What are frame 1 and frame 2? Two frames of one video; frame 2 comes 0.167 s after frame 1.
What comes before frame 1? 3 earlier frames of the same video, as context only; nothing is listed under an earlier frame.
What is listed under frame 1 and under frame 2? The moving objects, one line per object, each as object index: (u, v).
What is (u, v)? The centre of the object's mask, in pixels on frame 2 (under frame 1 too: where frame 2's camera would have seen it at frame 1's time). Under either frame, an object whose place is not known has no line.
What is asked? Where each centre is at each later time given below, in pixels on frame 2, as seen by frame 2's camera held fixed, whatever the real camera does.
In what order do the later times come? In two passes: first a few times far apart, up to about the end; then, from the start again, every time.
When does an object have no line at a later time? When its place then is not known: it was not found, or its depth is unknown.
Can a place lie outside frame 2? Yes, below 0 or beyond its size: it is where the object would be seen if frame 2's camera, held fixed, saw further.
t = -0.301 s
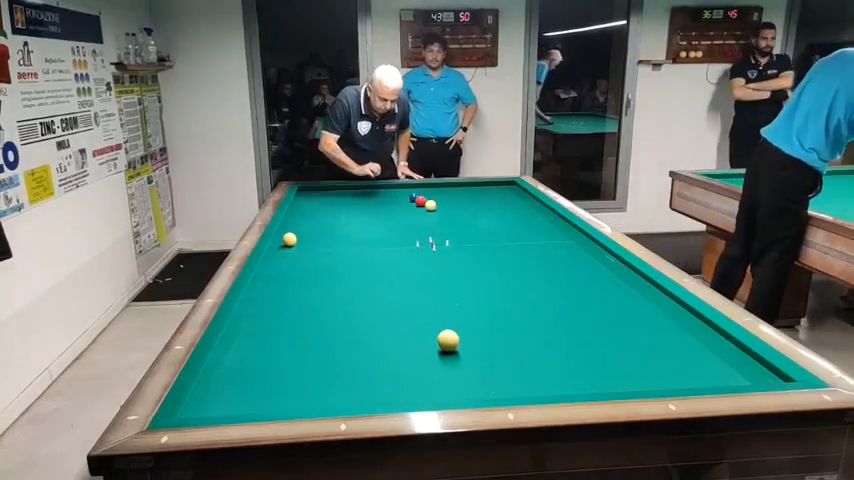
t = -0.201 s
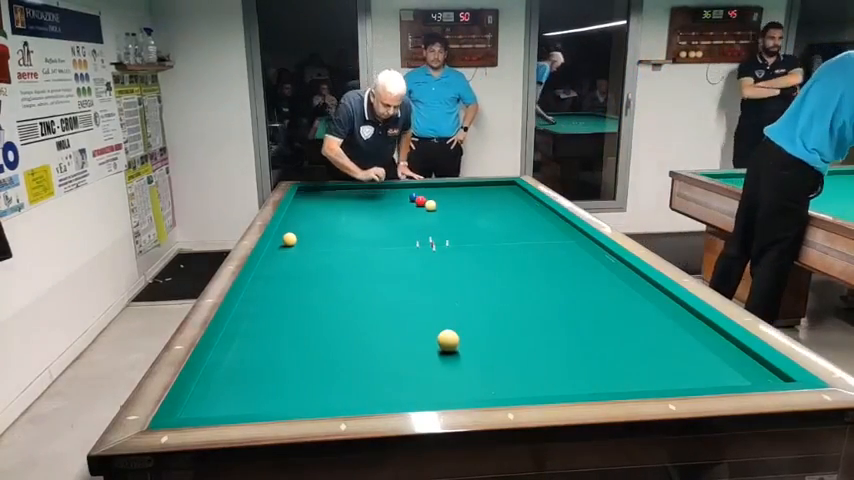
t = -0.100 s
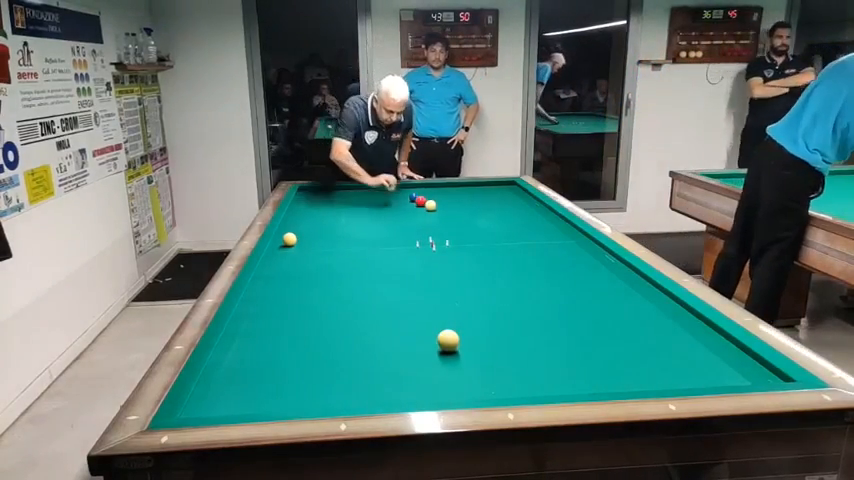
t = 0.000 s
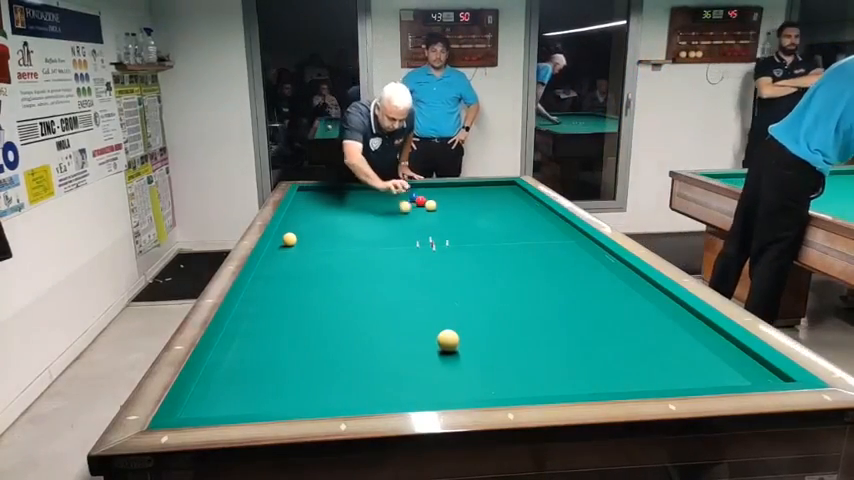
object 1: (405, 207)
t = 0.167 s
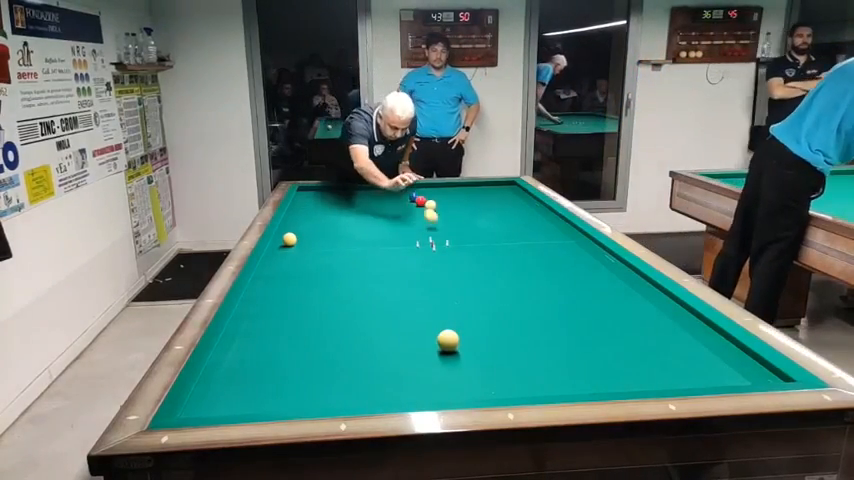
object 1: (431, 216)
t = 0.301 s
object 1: (454, 229)
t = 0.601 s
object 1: (518, 269)
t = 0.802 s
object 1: (585, 305)
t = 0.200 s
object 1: (436, 224)
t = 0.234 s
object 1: (442, 226)
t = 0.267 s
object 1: (448, 226)
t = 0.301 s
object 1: (454, 229)
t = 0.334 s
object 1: (461, 236)
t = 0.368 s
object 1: (467, 241)
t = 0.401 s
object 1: (474, 244)
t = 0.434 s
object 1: (481, 247)
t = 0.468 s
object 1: (488, 253)
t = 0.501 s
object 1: (495, 256)
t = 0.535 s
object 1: (503, 261)
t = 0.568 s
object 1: (510, 264)
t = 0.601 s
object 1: (518, 269)
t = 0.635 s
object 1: (527, 274)
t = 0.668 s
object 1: (535, 278)
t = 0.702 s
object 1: (545, 283)
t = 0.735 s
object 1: (554, 288)
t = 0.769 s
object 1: (564, 293)
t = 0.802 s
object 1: (585, 305)
